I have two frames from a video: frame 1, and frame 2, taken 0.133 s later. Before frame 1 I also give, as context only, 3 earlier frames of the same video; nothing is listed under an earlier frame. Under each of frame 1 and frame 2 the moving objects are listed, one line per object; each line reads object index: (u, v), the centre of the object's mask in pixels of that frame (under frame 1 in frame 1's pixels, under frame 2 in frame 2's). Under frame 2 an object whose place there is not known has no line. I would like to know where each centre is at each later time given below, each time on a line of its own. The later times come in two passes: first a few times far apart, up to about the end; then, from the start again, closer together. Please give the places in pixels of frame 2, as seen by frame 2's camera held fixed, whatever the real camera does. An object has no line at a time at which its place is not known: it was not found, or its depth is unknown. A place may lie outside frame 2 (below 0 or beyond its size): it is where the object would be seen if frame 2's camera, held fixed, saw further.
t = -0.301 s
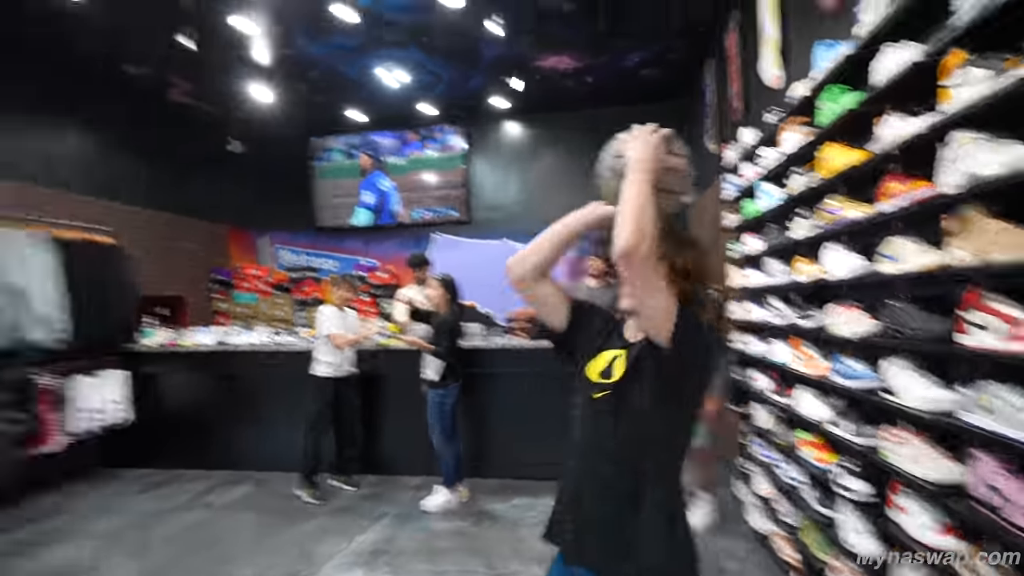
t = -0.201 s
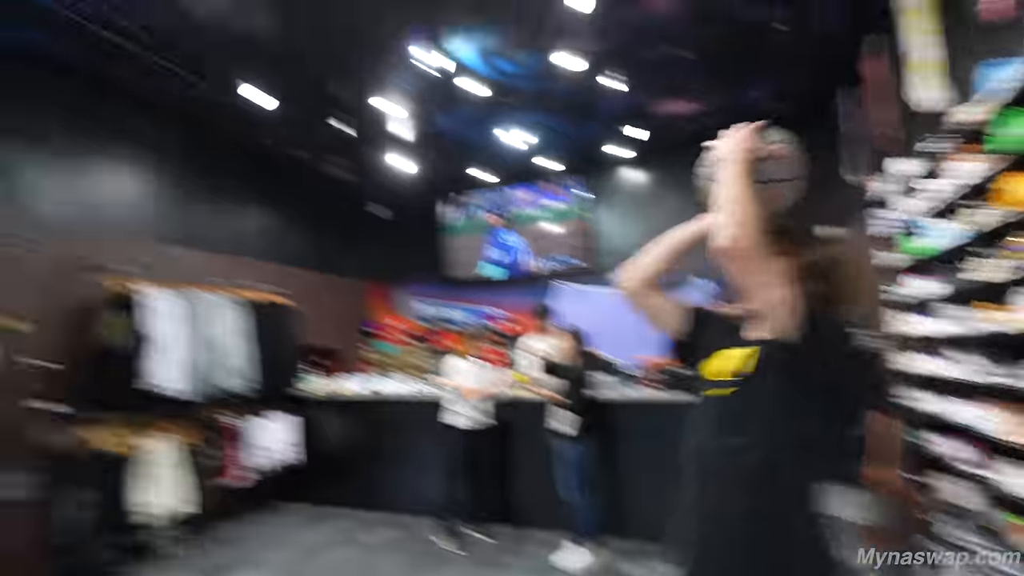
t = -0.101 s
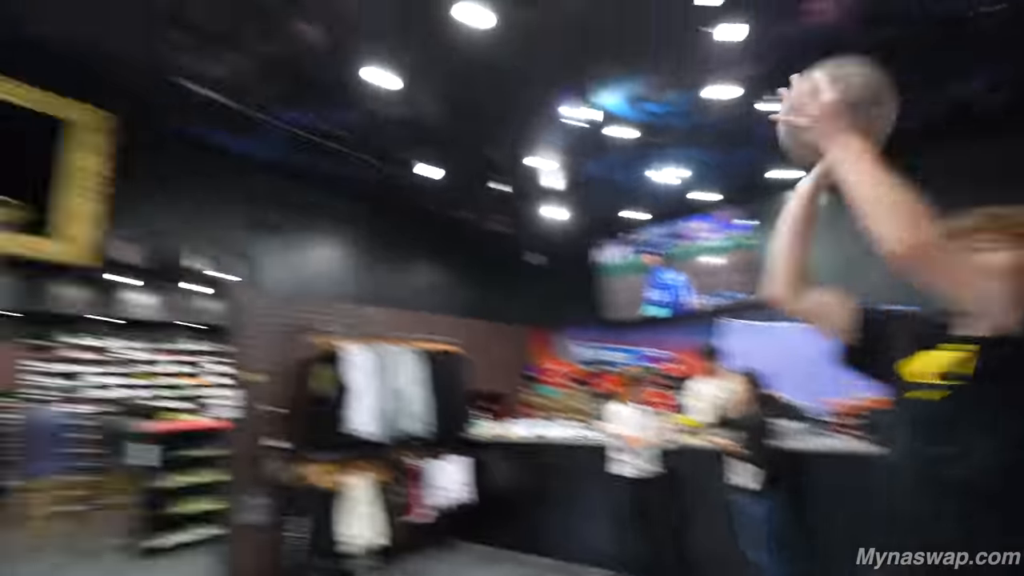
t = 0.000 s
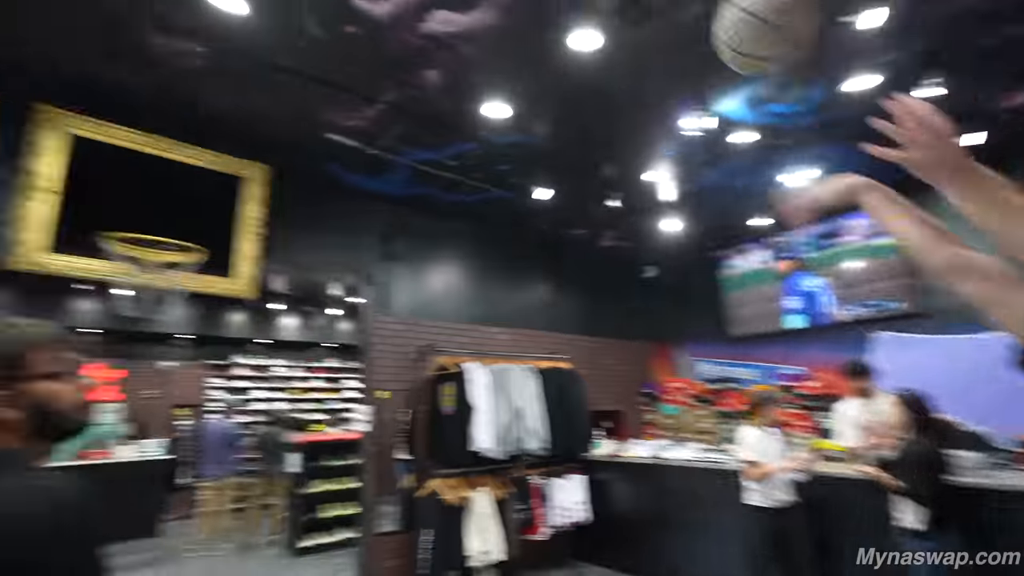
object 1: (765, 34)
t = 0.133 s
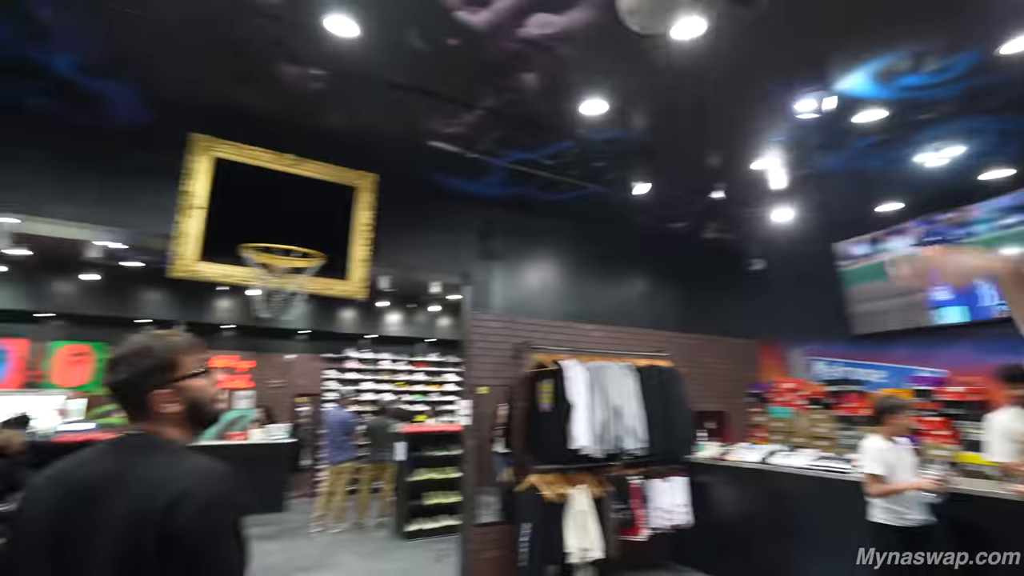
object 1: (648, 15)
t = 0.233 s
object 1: (546, 25)
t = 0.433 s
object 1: (413, 88)
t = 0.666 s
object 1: (315, 210)
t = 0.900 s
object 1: (269, 298)
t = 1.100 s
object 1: (269, 369)
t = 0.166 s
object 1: (613, 17)
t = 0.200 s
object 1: (578, 21)
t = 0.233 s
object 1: (546, 25)
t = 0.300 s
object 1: (493, 37)
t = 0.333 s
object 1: (471, 47)
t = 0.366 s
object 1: (451, 60)
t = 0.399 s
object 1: (431, 73)
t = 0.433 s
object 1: (413, 88)
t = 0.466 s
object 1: (396, 104)
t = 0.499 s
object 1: (381, 120)
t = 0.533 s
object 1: (367, 137)
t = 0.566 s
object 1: (354, 153)
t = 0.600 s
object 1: (340, 172)
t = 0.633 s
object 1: (327, 192)
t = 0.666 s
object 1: (315, 210)
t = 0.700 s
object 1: (304, 229)
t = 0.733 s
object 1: (293, 251)
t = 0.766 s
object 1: (284, 266)
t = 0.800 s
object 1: (277, 279)
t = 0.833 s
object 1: (273, 290)
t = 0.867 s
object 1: (273, 294)
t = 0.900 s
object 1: (269, 298)
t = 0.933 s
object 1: (268, 307)
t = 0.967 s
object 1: (266, 317)
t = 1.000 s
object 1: (264, 327)
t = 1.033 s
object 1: (263, 338)
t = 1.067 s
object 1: (261, 353)
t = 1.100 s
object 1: (269, 369)
